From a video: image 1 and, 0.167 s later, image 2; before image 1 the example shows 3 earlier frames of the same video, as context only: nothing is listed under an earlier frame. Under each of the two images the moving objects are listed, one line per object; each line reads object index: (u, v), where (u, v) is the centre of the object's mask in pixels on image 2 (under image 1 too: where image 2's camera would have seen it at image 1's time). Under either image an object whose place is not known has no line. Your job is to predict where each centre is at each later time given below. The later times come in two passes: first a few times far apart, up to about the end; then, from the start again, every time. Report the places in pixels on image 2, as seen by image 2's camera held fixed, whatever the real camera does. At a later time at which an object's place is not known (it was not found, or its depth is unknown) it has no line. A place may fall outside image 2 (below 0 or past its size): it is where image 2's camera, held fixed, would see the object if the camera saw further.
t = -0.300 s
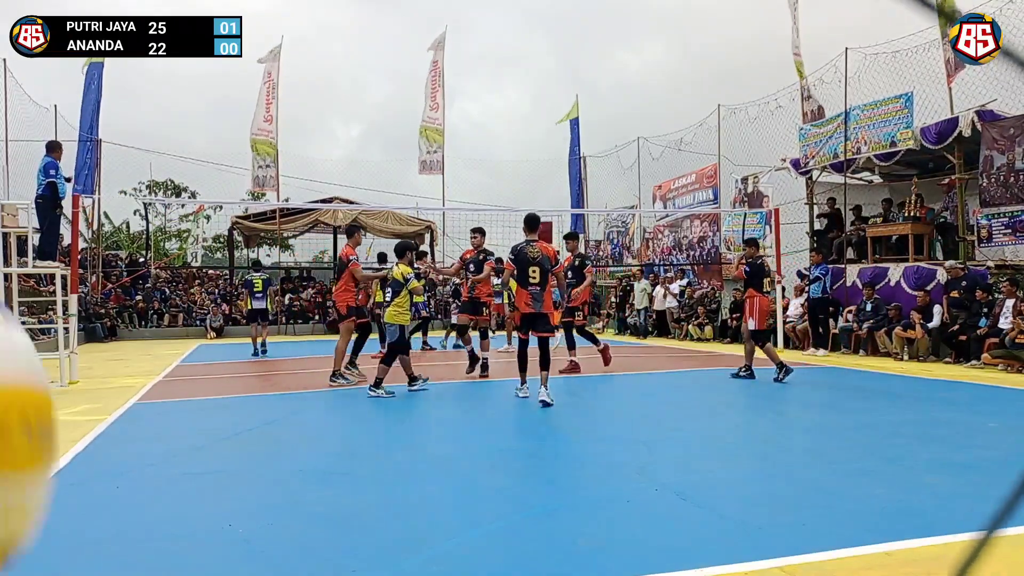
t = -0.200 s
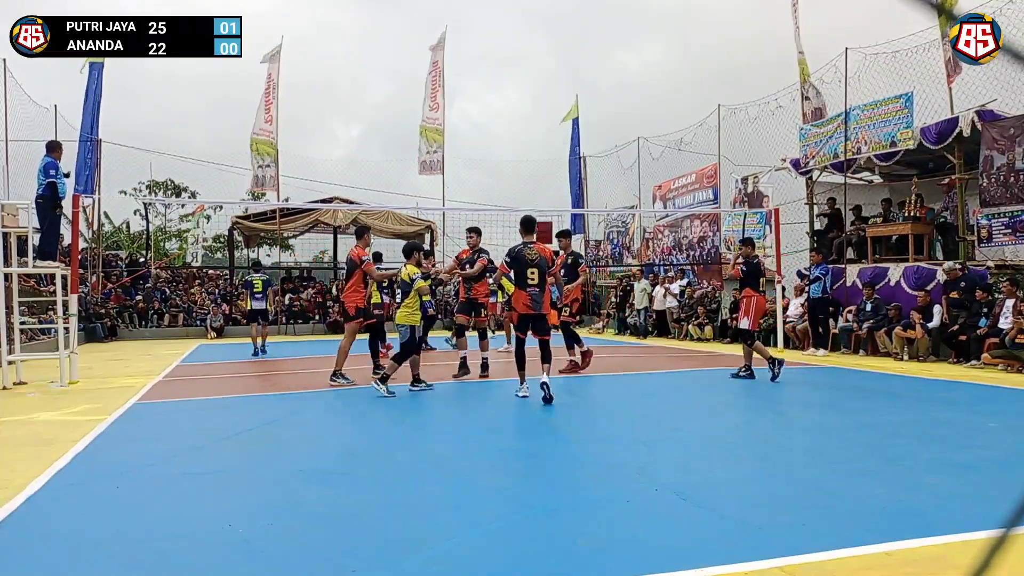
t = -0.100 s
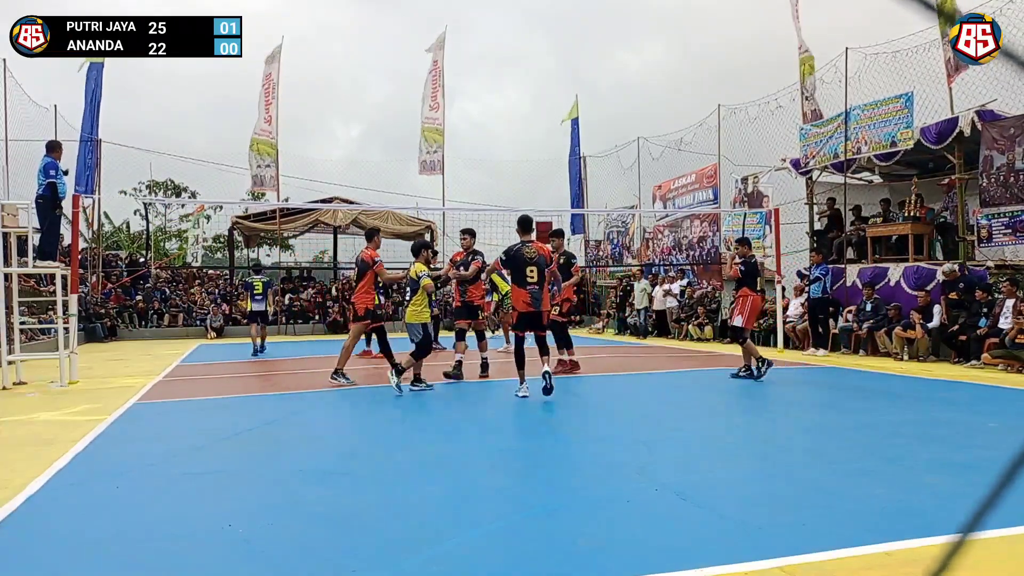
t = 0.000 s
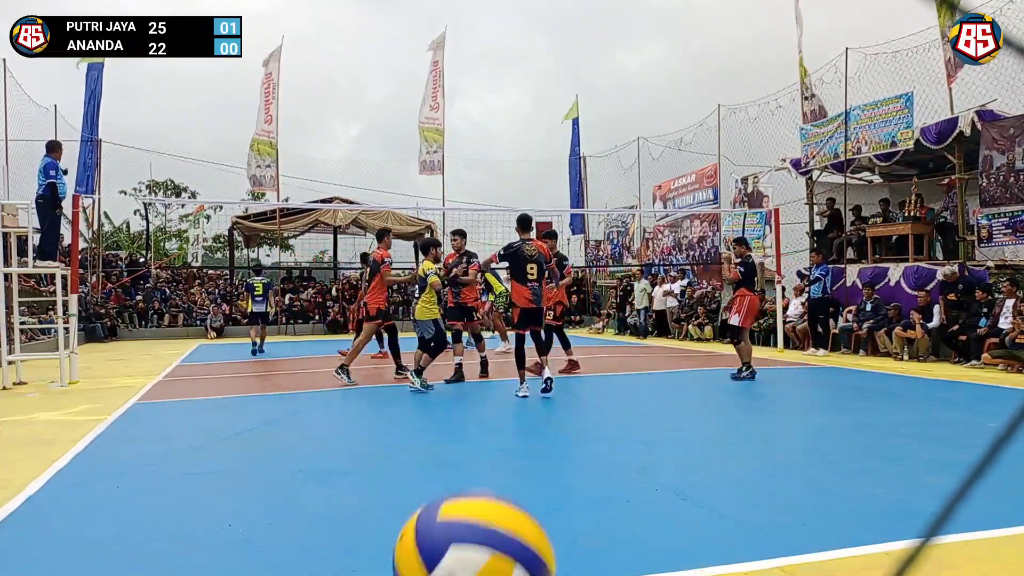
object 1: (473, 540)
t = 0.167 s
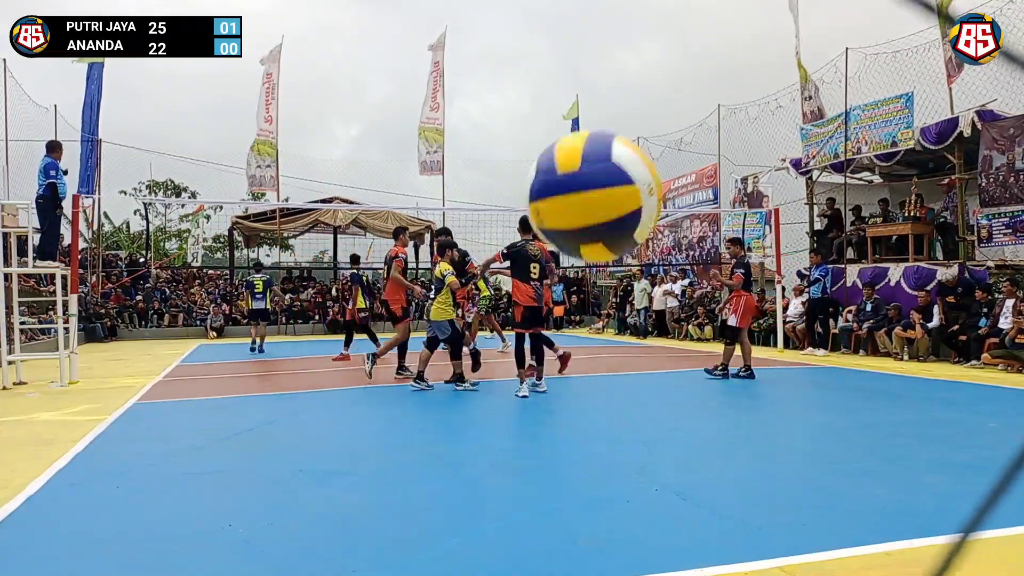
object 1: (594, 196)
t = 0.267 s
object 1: (655, 86)
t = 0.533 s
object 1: (789, 93)
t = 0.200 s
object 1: (614, 151)
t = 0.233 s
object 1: (635, 114)
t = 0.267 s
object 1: (655, 86)
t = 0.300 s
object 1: (675, 65)
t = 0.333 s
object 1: (692, 54)
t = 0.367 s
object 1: (710, 49)
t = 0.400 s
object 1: (727, 47)
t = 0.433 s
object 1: (743, 50)
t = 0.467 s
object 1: (759, 57)
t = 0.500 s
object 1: (774, 73)
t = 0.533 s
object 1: (789, 93)
